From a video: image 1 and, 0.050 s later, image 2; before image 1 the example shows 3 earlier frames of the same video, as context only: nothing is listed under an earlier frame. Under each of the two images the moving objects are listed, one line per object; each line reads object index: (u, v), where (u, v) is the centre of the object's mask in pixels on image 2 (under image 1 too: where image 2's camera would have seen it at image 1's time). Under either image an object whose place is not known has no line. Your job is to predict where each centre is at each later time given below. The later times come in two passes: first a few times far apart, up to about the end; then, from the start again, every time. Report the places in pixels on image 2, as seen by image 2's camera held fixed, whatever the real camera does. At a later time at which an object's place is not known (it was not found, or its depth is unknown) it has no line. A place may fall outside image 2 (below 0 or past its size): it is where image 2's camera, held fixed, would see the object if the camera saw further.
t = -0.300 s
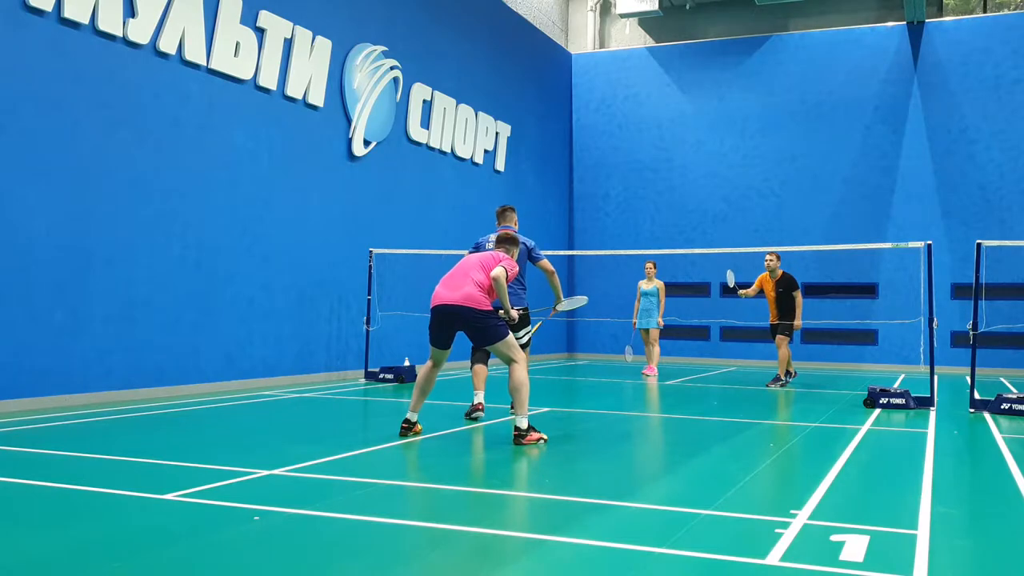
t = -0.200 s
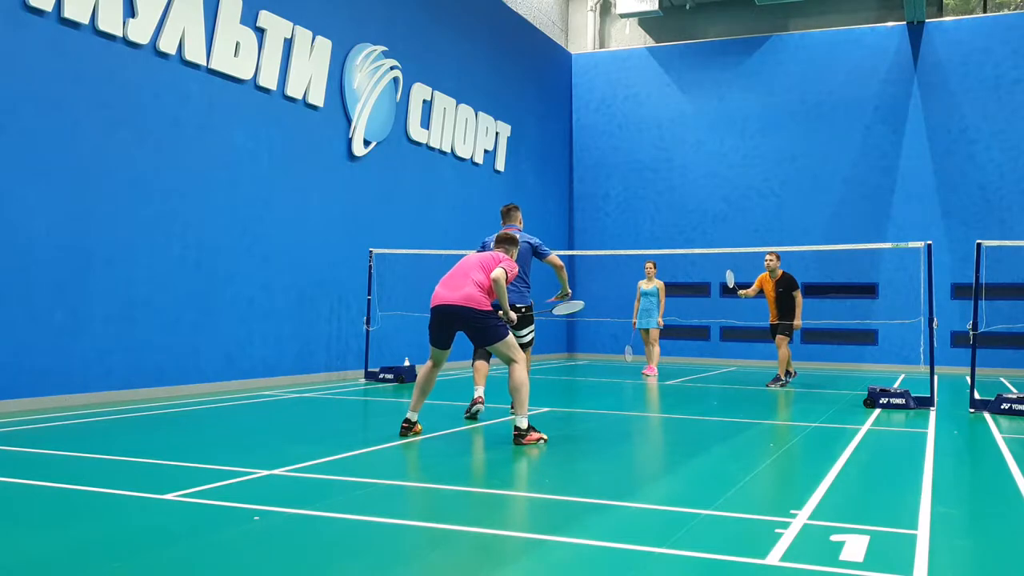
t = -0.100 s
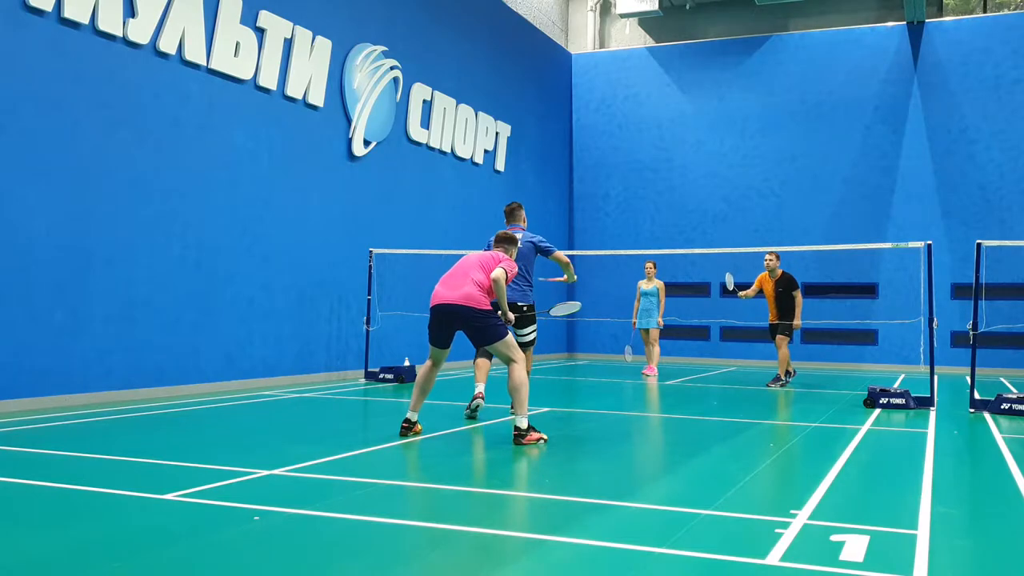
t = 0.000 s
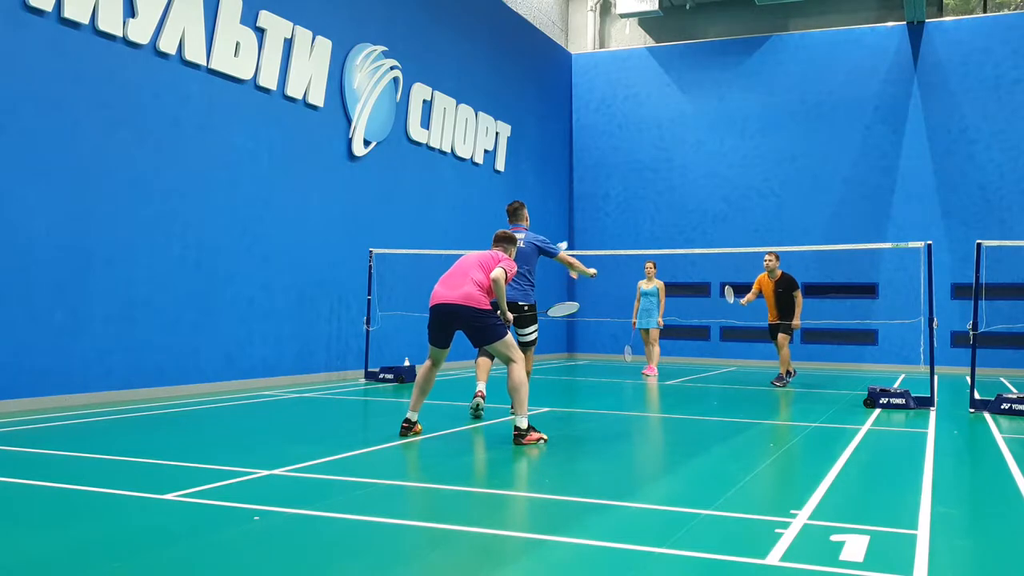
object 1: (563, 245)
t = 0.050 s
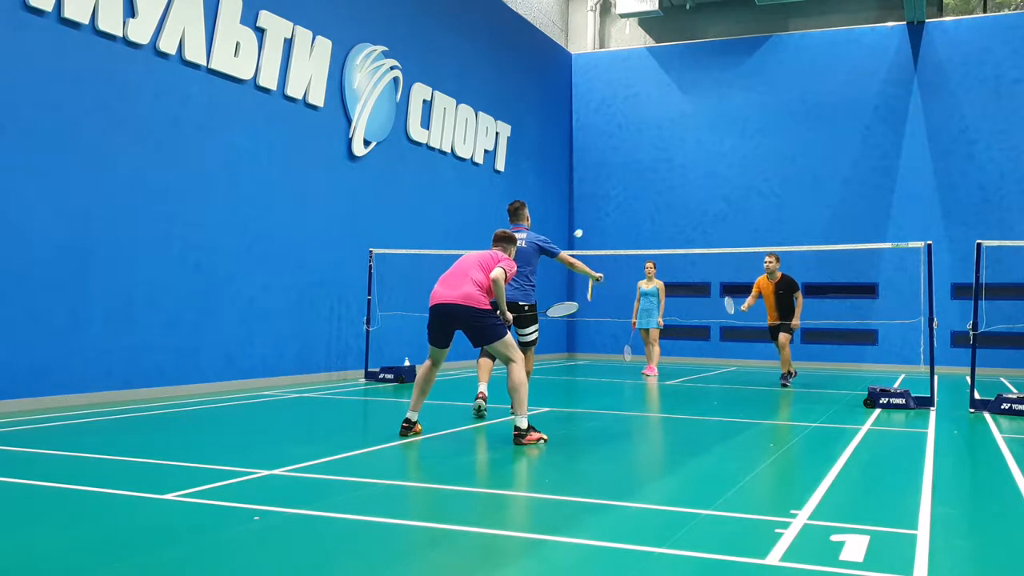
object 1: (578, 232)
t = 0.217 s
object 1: (618, 218)
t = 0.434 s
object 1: (656, 237)
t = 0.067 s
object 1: (581, 230)
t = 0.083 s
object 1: (584, 228)
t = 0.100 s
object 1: (588, 226)
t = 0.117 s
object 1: (593, 224)
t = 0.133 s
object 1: (597, 223)
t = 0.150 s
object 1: (601, 221)
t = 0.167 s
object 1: (606, 220)
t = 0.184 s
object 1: (608, 219)
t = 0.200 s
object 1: (614, 218)
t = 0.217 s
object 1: (618, 218)
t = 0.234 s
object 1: (622, 218)
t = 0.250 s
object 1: (625, 218)
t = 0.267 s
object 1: (629, 218)
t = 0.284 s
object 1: (632, 219)
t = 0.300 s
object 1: (635, 221)
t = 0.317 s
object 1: (638, 222)
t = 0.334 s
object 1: (641, 223)
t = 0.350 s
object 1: (644, 226)
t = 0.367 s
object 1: (646, 227)
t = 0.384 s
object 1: (649, 229)
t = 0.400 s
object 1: (652, 232)
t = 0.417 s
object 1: (654, 234)
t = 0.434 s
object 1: (656, 237)
